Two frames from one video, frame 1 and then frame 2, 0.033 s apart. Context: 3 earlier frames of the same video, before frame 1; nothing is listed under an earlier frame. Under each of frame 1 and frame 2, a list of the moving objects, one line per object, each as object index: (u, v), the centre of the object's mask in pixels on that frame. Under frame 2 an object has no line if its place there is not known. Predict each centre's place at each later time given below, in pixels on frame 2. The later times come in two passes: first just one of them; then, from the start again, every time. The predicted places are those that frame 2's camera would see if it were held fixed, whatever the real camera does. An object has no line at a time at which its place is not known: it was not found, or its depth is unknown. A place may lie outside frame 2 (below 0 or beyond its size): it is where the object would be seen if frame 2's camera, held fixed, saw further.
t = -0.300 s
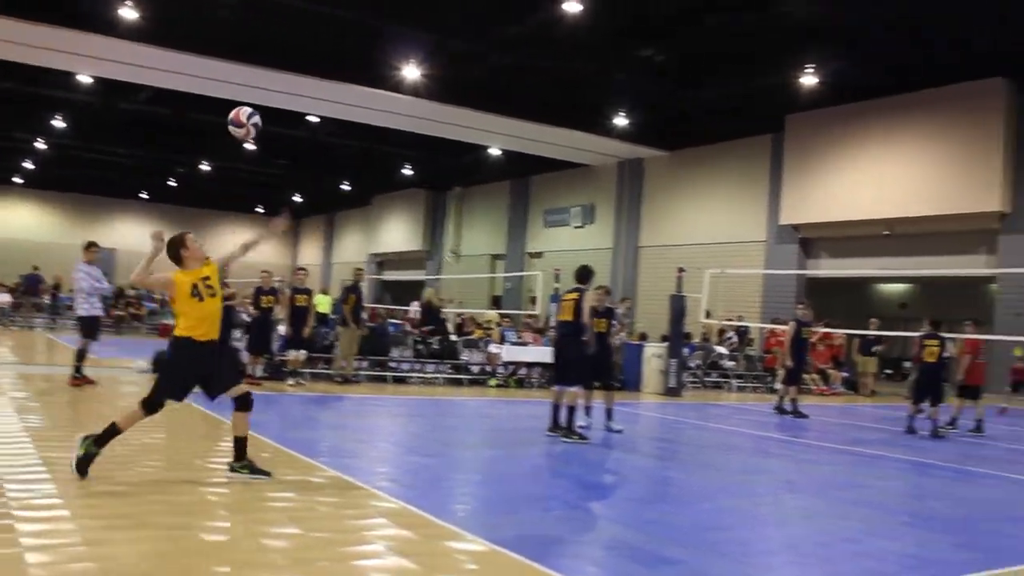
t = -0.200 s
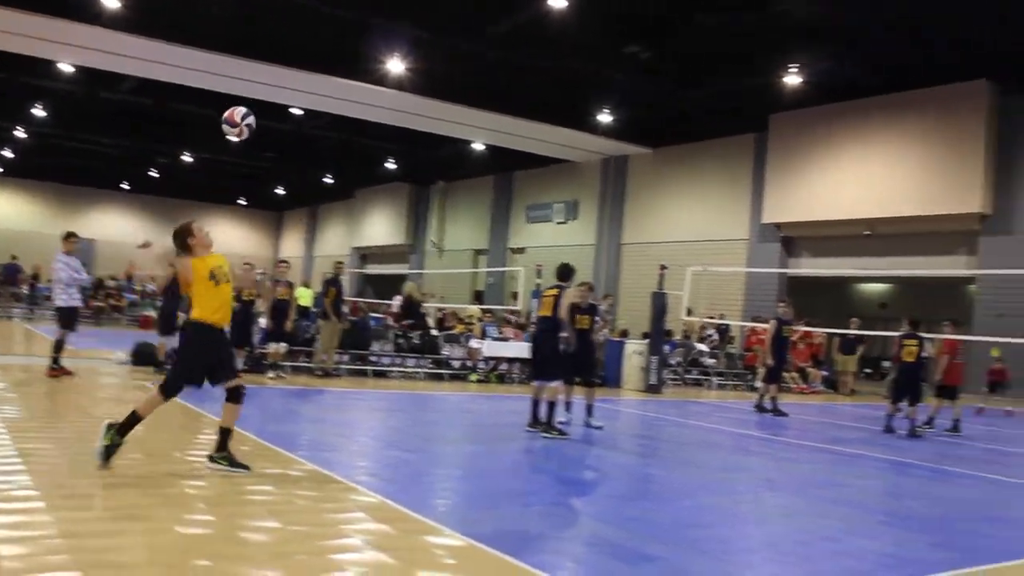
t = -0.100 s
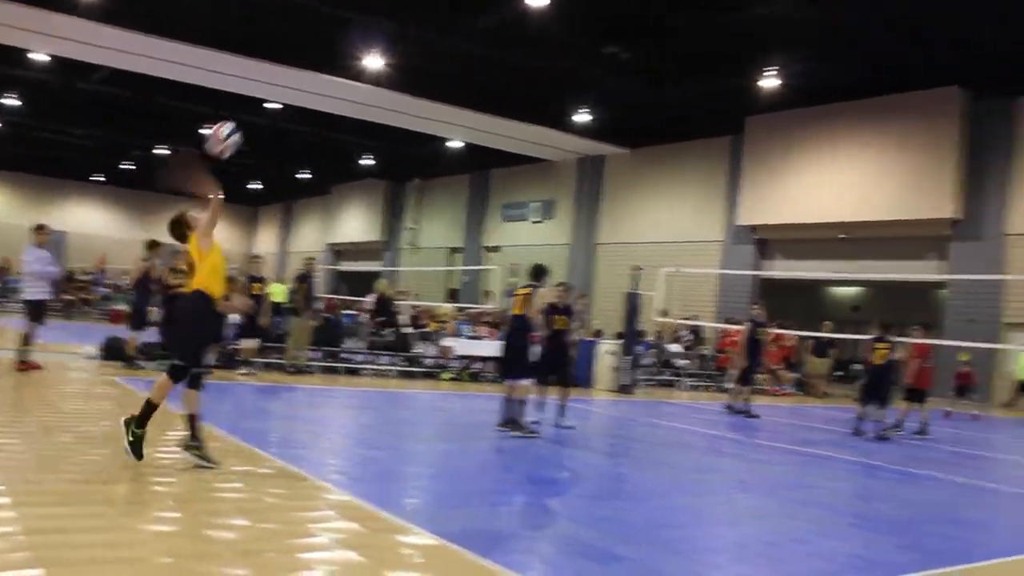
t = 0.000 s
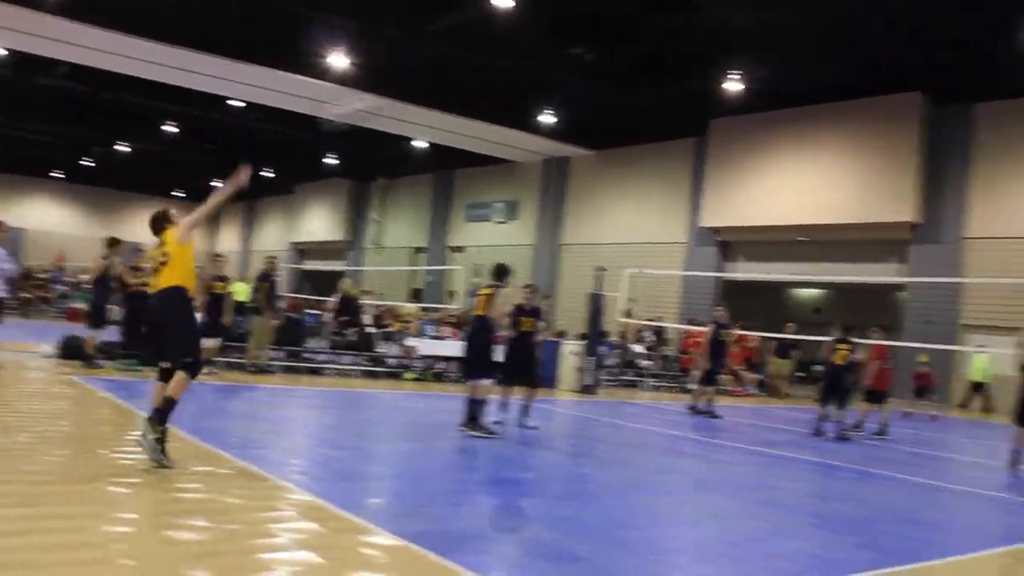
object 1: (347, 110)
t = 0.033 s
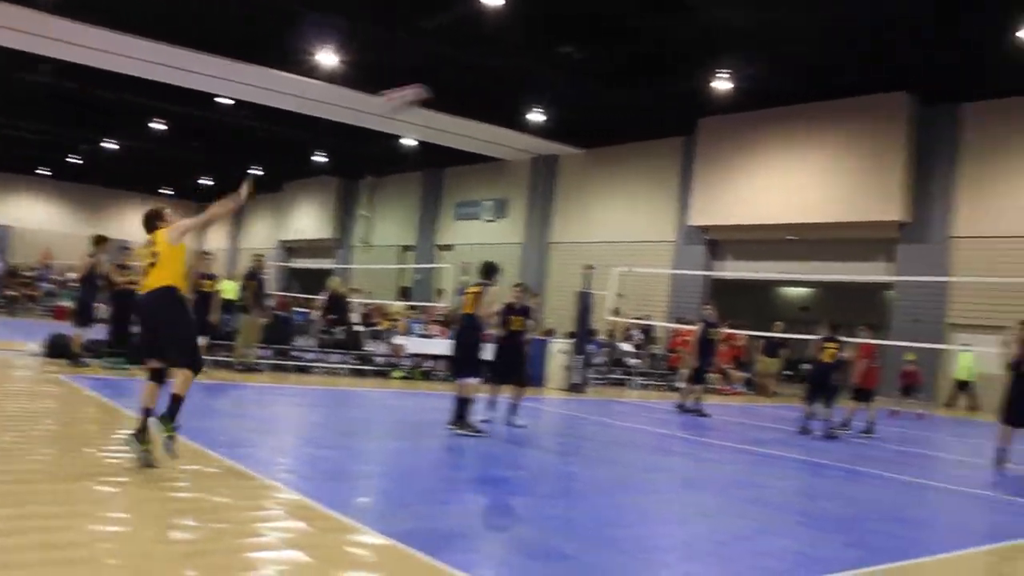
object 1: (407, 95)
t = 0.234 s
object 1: (681, 84)
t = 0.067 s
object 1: (457, 93)
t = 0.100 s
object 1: (511, 89)
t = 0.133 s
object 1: (558, 85)
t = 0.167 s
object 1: (602, 83)
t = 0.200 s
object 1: (643, 82)
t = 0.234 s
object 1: (681, 84)
